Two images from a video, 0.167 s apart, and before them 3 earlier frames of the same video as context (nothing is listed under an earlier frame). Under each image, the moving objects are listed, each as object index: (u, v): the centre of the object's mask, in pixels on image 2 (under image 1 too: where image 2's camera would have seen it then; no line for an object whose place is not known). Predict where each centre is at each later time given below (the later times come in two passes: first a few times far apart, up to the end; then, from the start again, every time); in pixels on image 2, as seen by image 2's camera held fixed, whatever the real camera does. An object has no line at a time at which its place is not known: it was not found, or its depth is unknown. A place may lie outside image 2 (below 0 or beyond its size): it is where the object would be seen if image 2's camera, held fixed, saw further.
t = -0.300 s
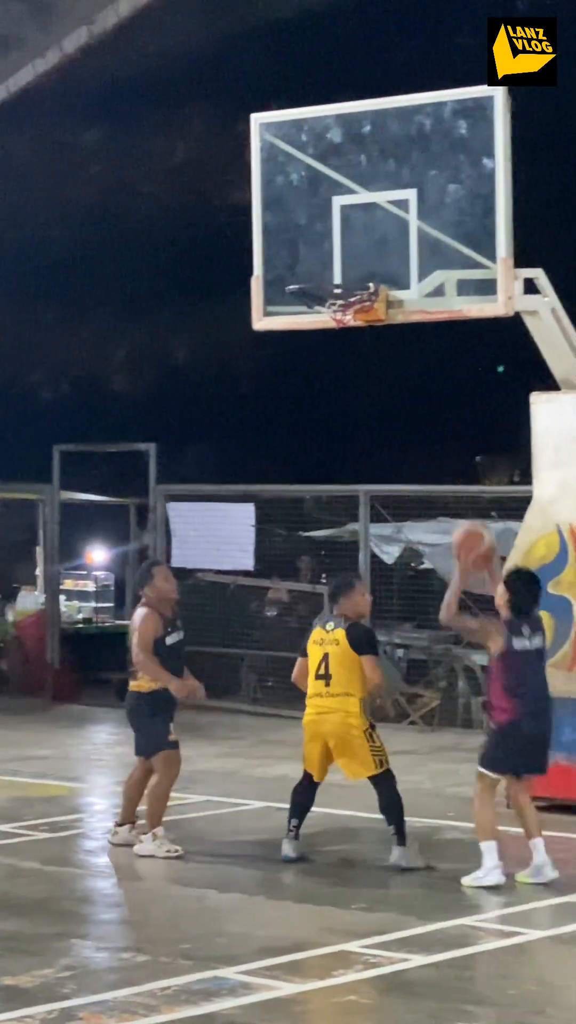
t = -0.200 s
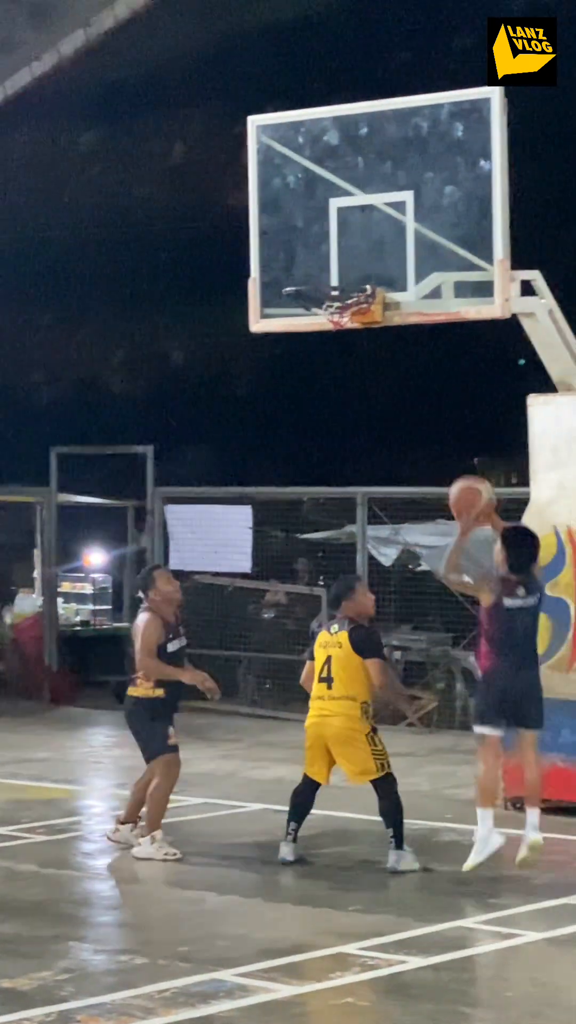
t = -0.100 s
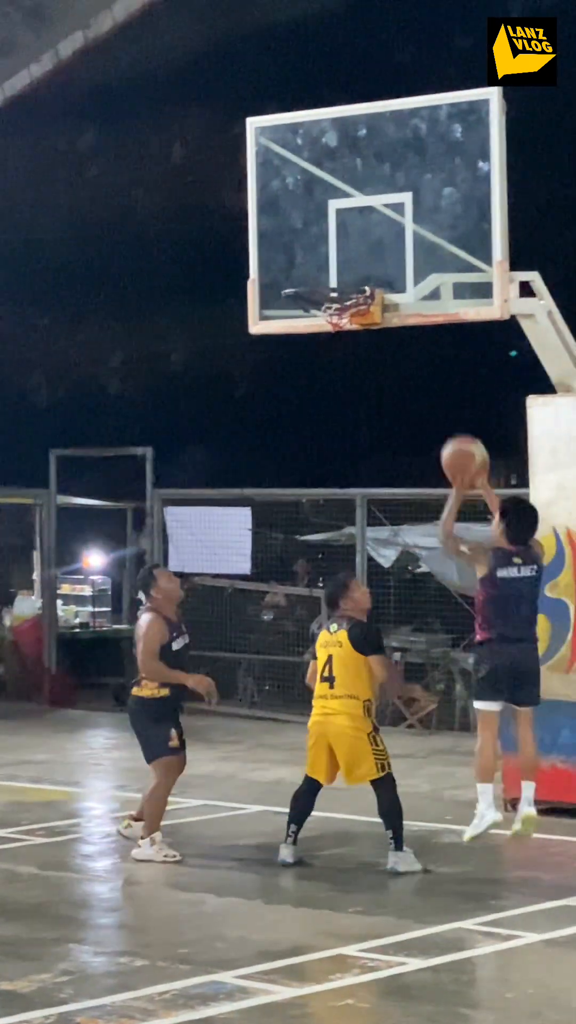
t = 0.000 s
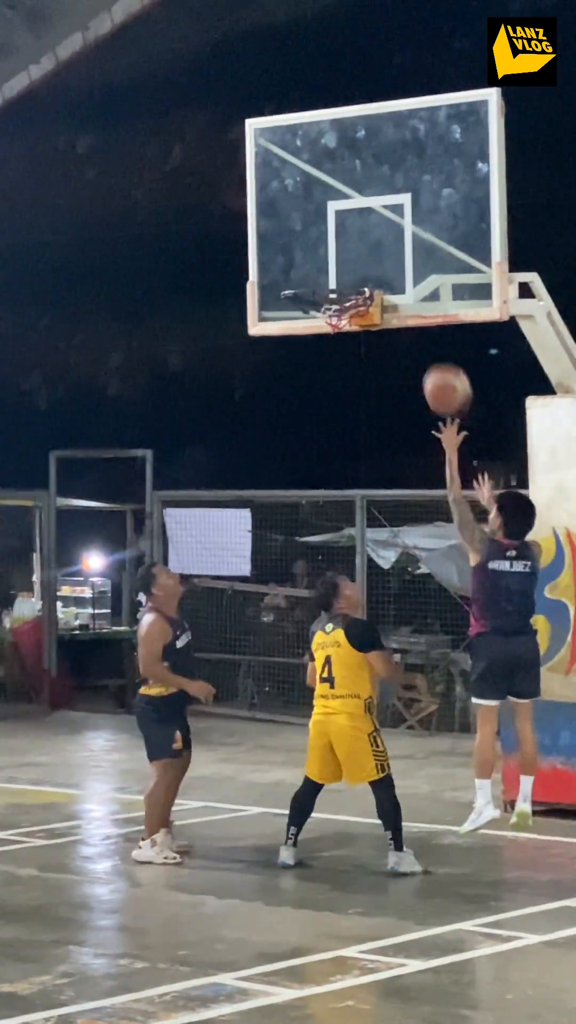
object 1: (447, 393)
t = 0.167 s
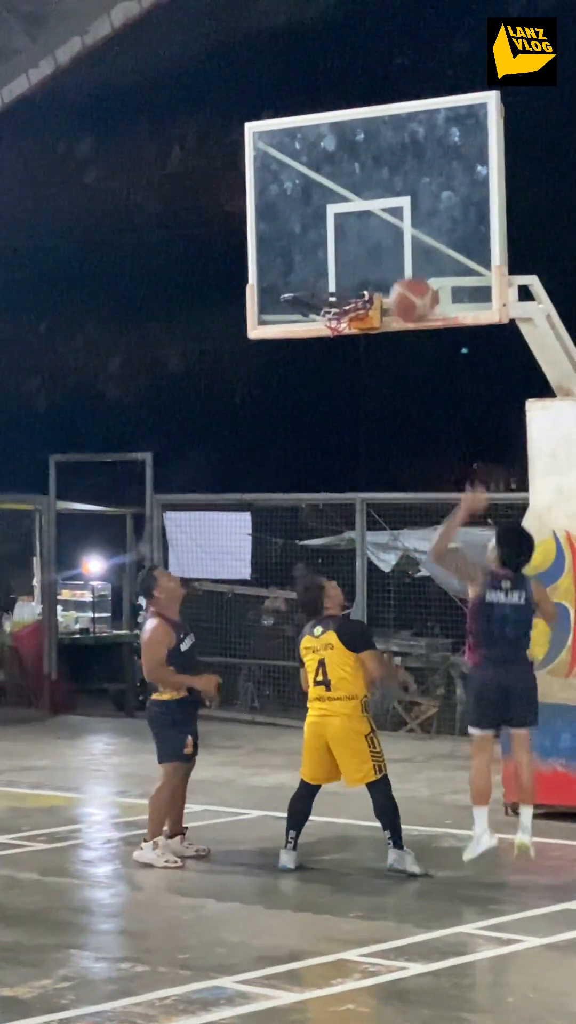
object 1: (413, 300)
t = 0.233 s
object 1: (399, 278)
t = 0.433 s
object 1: (361, 263)
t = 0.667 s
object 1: (309, 278)
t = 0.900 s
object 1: (265, 285)
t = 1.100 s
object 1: (233, 369)
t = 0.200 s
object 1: (405, 287)
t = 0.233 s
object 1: (399, 278)
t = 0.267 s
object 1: (392, 272)
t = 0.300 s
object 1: (386, 265)
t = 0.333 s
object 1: (381, 261)
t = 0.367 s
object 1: (373, 259)
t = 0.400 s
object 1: (367, 260)
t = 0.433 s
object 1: (361, 263)
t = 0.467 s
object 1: (356, 266)
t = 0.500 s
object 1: (351, 272)
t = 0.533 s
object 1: (344, 279)
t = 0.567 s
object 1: (335, 278)
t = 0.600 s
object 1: (327, 277)
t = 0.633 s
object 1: (317, 277)
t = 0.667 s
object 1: (309, 278)
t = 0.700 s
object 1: (303, 275)
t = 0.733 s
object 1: (296, 273)
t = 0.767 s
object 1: (289, 272)
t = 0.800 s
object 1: (283, 272)
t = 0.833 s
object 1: (277, 274)
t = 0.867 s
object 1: (272, 279)
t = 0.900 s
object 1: (265, 285)
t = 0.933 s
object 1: (260, 295)
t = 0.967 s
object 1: (254, 306)
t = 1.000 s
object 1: (248, 320)
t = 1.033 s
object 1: (242, 335)
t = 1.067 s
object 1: (237, 350)
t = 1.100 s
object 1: (233, 369)
